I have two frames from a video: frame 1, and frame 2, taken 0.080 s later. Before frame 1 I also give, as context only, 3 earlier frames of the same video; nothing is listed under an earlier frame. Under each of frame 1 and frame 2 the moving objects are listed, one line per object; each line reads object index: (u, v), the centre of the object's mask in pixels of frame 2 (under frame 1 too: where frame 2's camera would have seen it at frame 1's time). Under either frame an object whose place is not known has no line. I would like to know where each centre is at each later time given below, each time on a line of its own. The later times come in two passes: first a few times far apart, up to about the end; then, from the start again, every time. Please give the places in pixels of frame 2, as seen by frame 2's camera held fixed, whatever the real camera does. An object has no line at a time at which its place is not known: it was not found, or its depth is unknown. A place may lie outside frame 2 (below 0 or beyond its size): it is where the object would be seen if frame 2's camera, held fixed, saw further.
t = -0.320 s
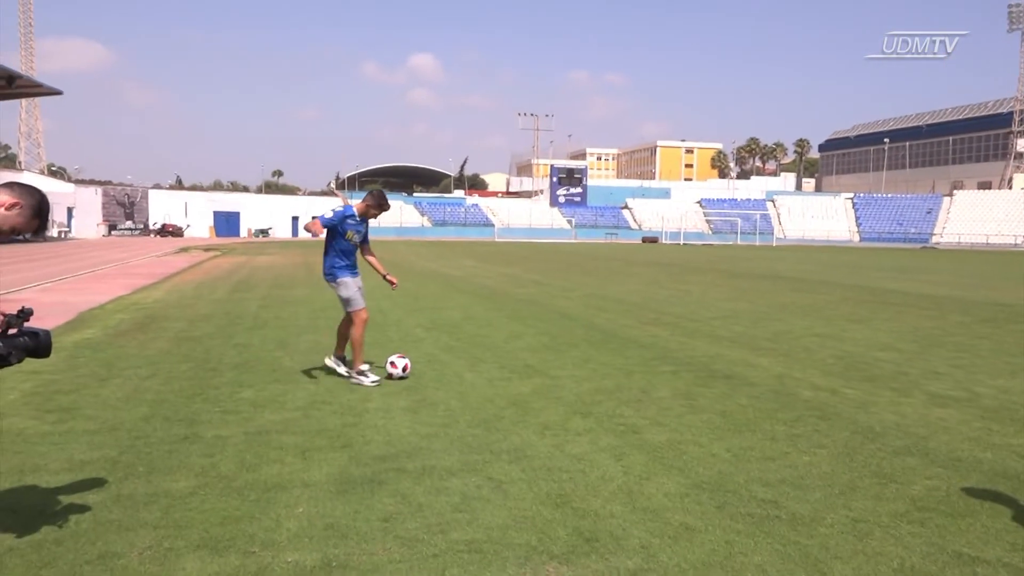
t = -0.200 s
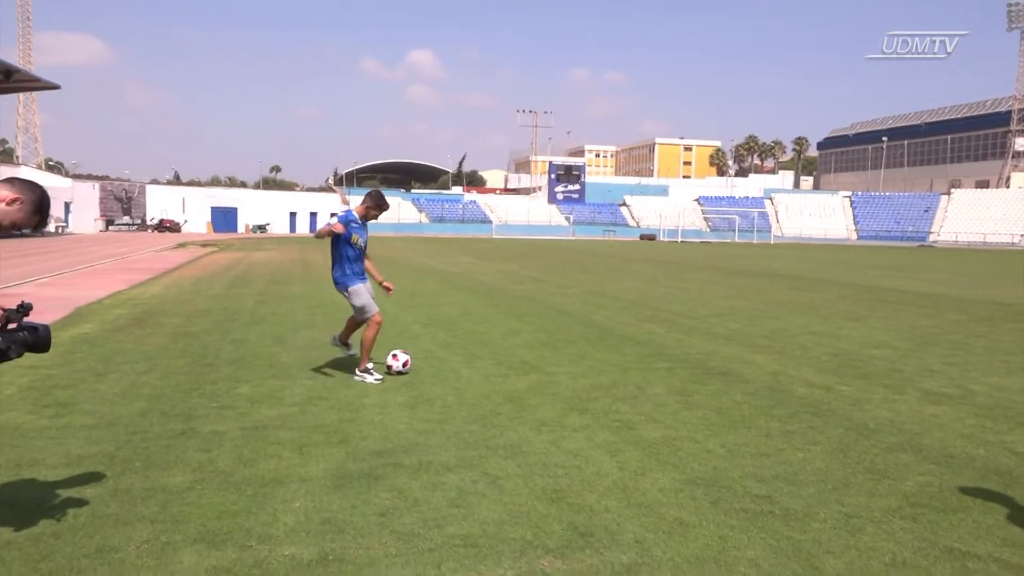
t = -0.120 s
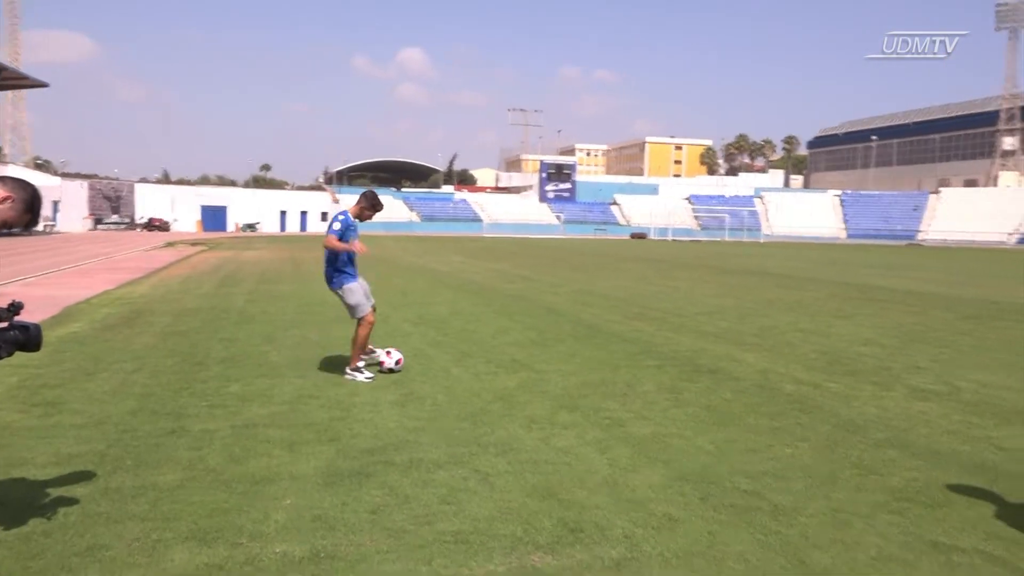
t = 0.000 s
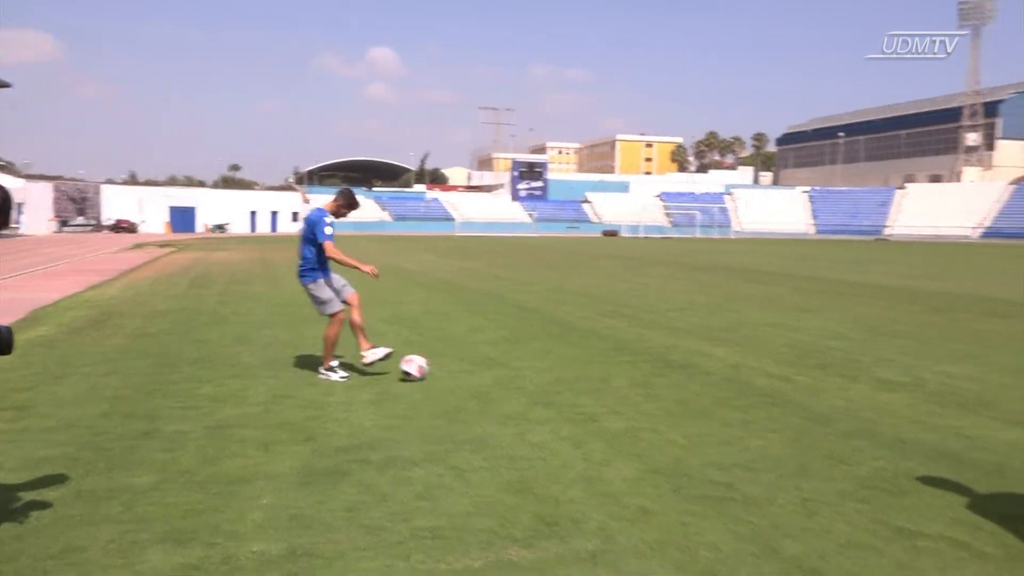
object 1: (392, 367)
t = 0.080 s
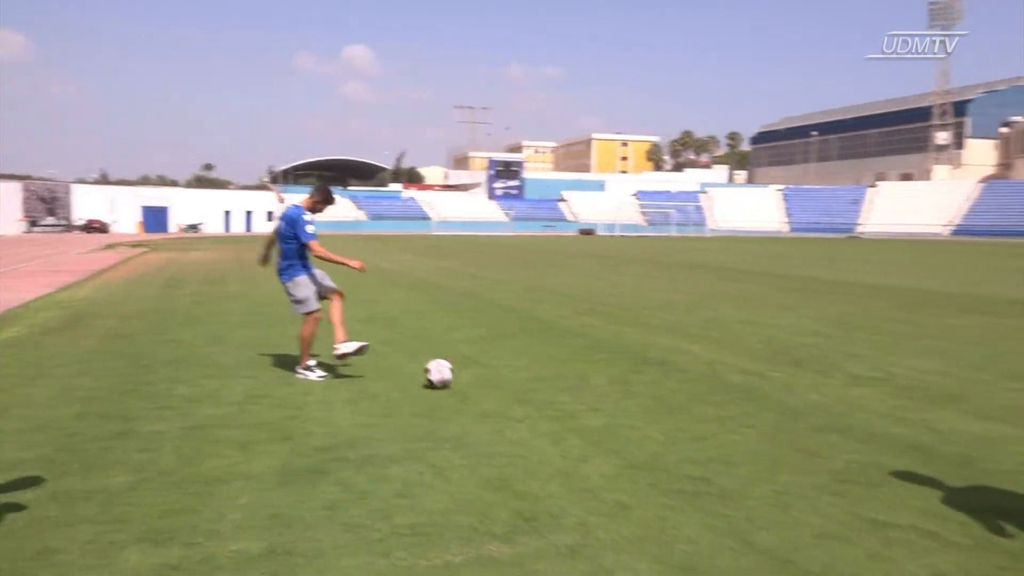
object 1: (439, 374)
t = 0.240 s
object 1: (530, 384)
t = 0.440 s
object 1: (652, 416)
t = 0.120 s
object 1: (464, 380)
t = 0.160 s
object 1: (489, 385)
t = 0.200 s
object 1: (509, 384)
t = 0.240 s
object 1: (530, 384)
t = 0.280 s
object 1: (552, 387)
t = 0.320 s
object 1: (575, 392)
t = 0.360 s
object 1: (600, 400)
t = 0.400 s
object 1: (626, 411)
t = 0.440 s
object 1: (652, 416)
